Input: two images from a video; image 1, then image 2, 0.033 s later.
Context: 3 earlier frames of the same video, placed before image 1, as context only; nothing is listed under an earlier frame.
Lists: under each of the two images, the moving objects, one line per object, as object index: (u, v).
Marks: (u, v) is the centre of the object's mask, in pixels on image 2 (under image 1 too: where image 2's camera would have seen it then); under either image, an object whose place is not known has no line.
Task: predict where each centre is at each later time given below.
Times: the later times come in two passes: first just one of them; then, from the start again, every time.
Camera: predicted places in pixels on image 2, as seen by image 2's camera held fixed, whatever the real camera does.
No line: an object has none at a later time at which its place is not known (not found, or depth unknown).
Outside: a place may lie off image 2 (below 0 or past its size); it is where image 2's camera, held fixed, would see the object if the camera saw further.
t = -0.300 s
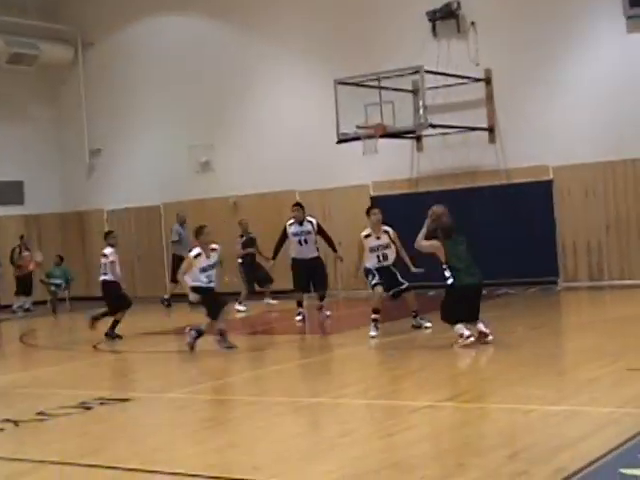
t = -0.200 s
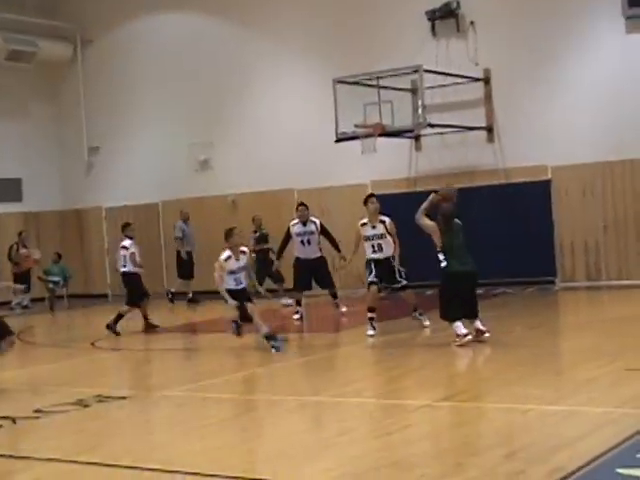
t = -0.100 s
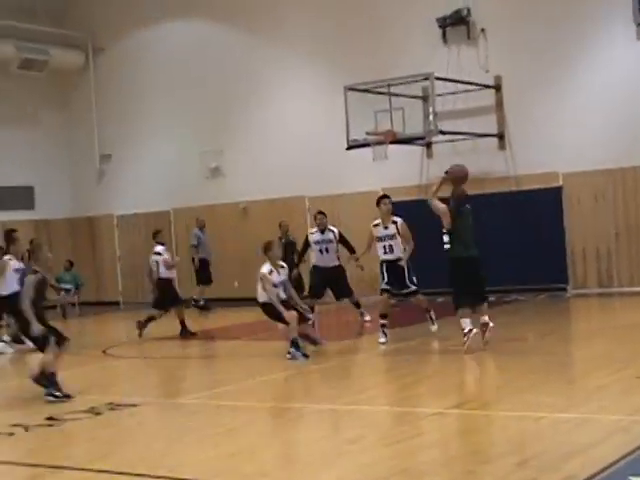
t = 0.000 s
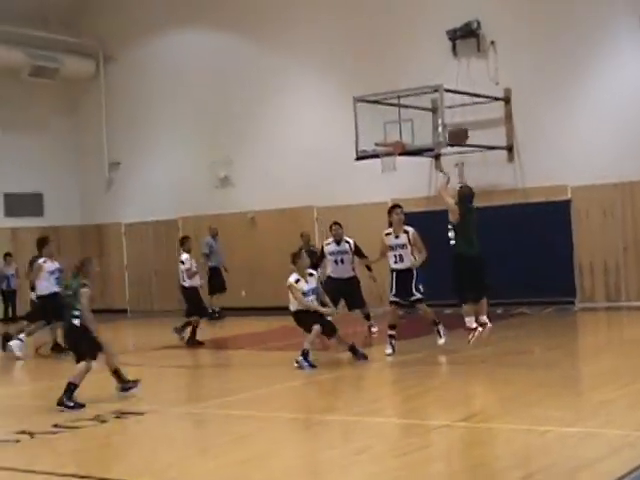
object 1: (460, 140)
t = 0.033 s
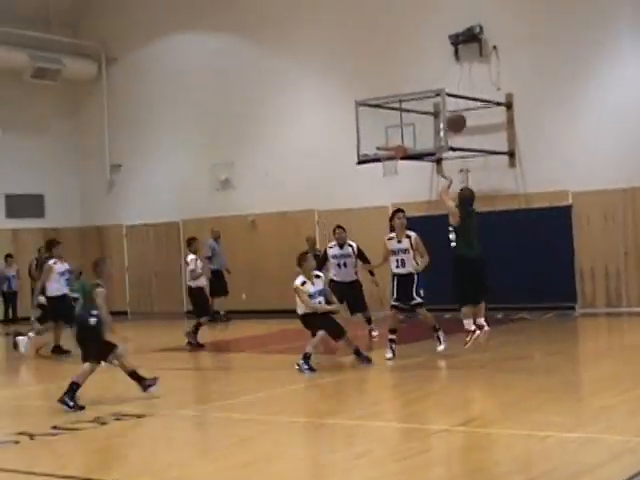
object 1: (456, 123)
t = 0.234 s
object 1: (436, 48)
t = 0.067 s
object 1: (452, 106)
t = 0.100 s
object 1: (449, 92)
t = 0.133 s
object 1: (445, 79)
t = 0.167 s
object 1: (442, 67)
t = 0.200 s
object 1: (439, 57)
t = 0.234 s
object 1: (436, 48)
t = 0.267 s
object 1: (433, 39)
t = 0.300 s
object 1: (430, 32)
